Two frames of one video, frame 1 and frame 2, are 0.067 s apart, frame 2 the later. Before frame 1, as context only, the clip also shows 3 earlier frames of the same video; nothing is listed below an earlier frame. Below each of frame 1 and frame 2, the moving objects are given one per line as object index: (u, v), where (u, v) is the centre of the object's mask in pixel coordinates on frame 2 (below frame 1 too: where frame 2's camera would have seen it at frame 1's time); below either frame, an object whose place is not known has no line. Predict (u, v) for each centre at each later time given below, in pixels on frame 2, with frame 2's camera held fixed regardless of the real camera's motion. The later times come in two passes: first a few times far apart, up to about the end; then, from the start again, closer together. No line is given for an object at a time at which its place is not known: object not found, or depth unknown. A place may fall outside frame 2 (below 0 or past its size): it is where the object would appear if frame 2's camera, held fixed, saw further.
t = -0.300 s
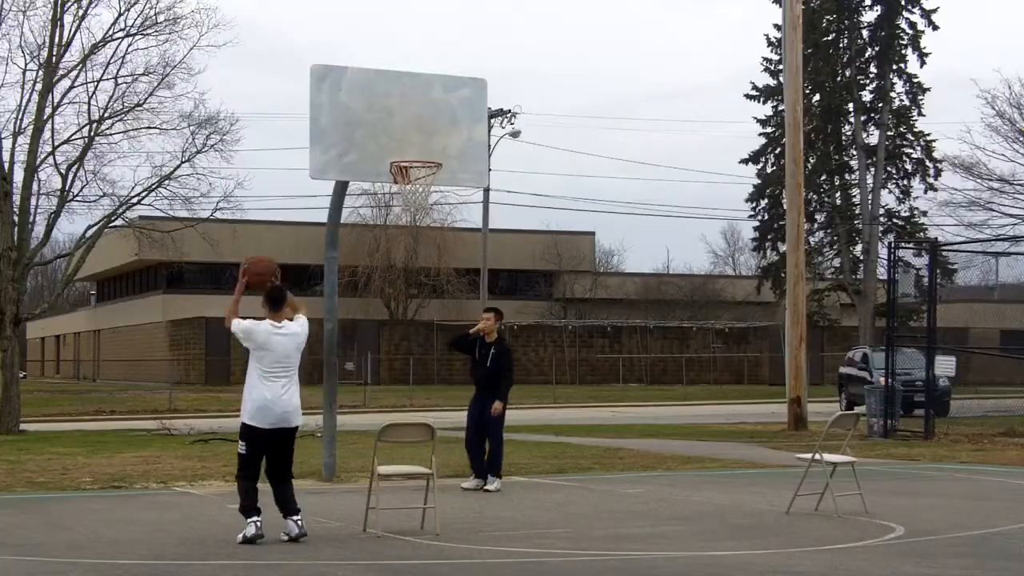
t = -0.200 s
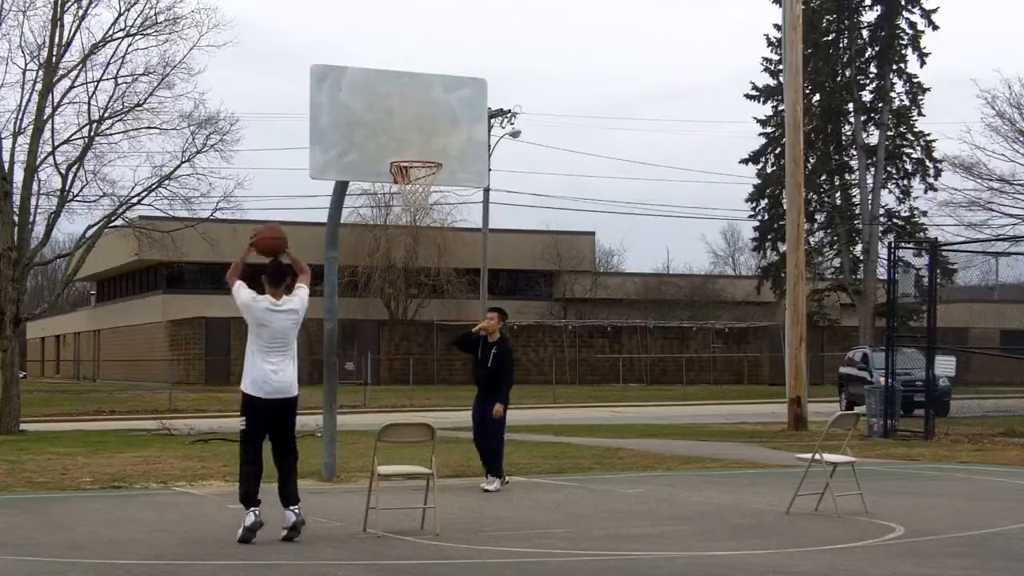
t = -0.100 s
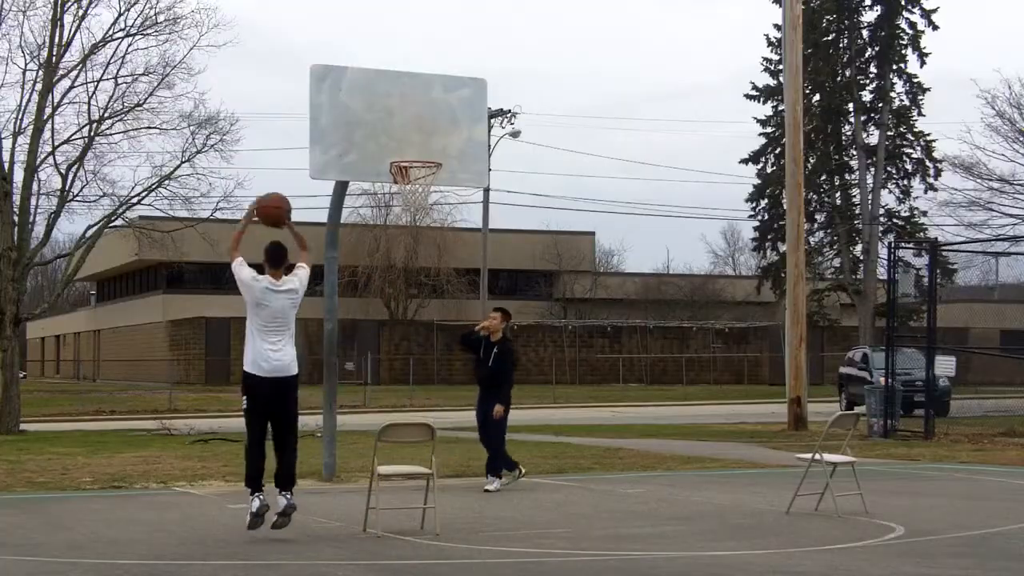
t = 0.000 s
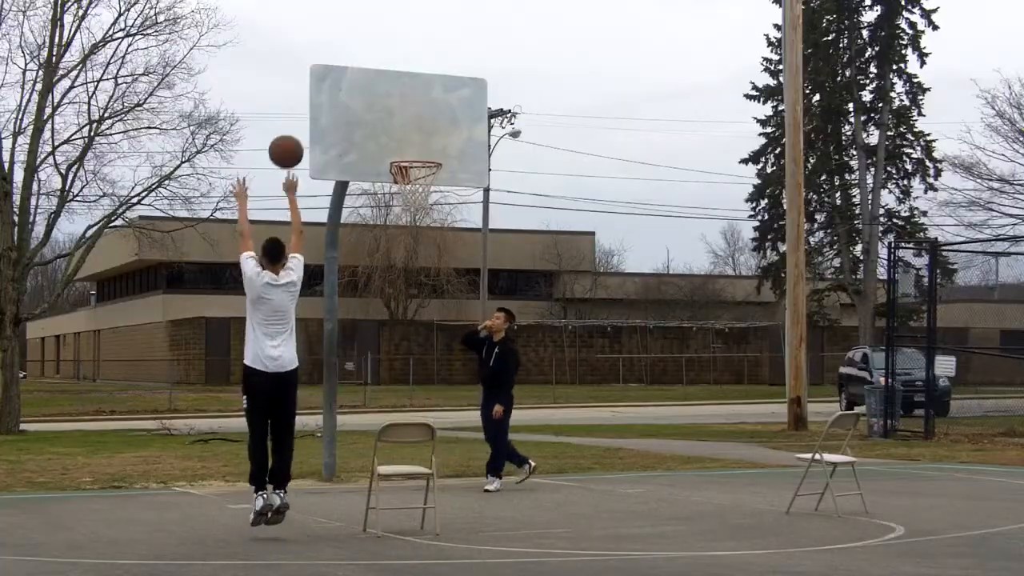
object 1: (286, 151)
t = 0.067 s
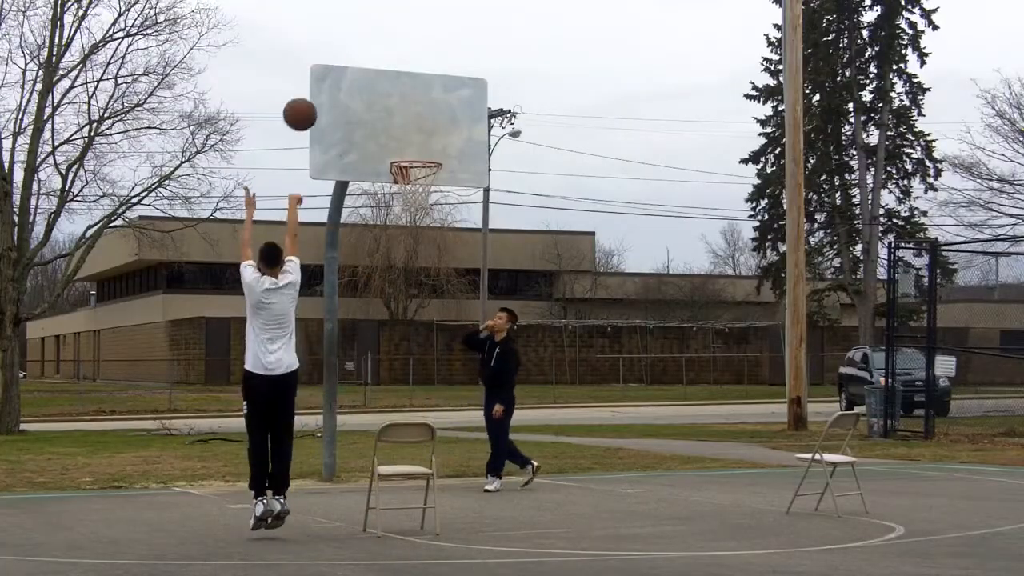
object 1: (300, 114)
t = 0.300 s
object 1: (344, 40)
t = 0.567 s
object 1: (385, 46)
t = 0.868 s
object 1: (424, 143)
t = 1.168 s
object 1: (428, 179)
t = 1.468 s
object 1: (416, 201)
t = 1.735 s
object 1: (407, 217)
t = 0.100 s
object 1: (306, 98)
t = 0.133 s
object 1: (313, 84)
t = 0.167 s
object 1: (320, 72)
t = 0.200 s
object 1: (326, 62)
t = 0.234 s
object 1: (332, 53)
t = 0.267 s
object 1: (338, 46)
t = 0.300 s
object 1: (344, 40)
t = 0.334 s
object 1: (349, 36)
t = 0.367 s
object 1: (354, 33)
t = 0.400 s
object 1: (360, 32)
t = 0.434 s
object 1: (365, 32)
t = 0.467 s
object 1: (370, 34)
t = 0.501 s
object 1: (375, 37)
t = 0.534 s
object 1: (380, 41)
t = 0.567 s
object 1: (385, 46)
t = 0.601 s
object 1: (390, 53)
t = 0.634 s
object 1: (394, 60)
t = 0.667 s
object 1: (399, 69)
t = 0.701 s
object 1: (403, 79)
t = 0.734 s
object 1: (408, 90)
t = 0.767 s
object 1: (412, 102)
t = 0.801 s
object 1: (416, 114)
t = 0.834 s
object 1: (420, 128)
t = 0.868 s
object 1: (424, 143)
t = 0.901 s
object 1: (428, 158)
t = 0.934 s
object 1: (418, 163)
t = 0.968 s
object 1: (406, 166)
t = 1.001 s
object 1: (409, 169)
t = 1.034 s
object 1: (412, 173)
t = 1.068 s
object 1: (417, 175)
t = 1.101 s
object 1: (422, 177)
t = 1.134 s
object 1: (427, 179)
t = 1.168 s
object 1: (428, 179)
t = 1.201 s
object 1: (429, 180)
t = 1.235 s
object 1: (429, 182)
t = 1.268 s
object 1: (429, 184)
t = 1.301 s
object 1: (428, 187)
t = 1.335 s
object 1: (427, 191)
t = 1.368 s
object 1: (425, 194)
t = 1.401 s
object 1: (422, 198)
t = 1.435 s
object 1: (419, 200)
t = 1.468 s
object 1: (416, 201)
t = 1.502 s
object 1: (413, 202)
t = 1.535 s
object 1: (410, 202)
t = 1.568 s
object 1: (409, 203)
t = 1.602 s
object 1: (409, 202)
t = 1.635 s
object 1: (409, 203)
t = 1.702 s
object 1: (406, 214)
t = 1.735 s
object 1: (407, 217)
